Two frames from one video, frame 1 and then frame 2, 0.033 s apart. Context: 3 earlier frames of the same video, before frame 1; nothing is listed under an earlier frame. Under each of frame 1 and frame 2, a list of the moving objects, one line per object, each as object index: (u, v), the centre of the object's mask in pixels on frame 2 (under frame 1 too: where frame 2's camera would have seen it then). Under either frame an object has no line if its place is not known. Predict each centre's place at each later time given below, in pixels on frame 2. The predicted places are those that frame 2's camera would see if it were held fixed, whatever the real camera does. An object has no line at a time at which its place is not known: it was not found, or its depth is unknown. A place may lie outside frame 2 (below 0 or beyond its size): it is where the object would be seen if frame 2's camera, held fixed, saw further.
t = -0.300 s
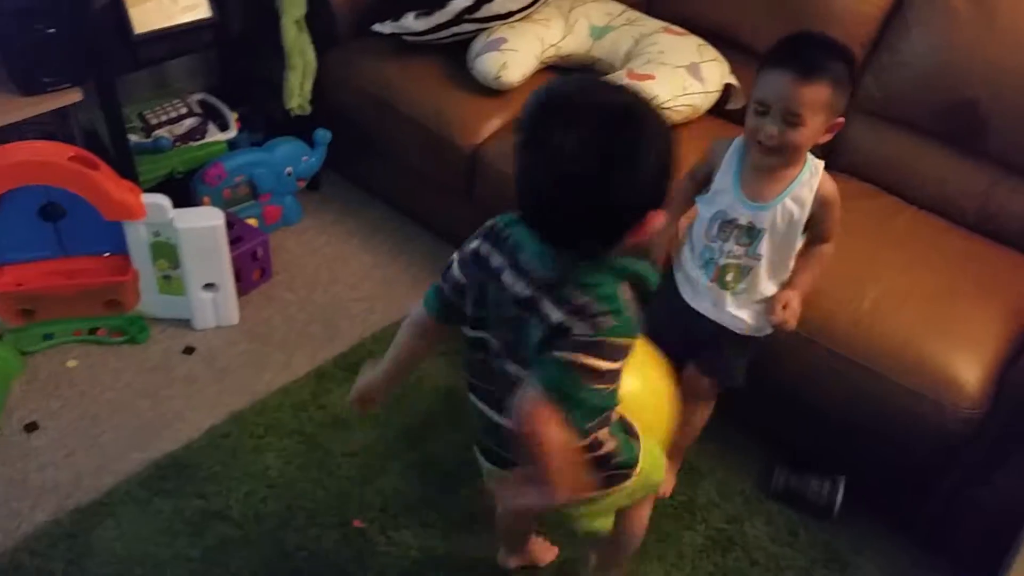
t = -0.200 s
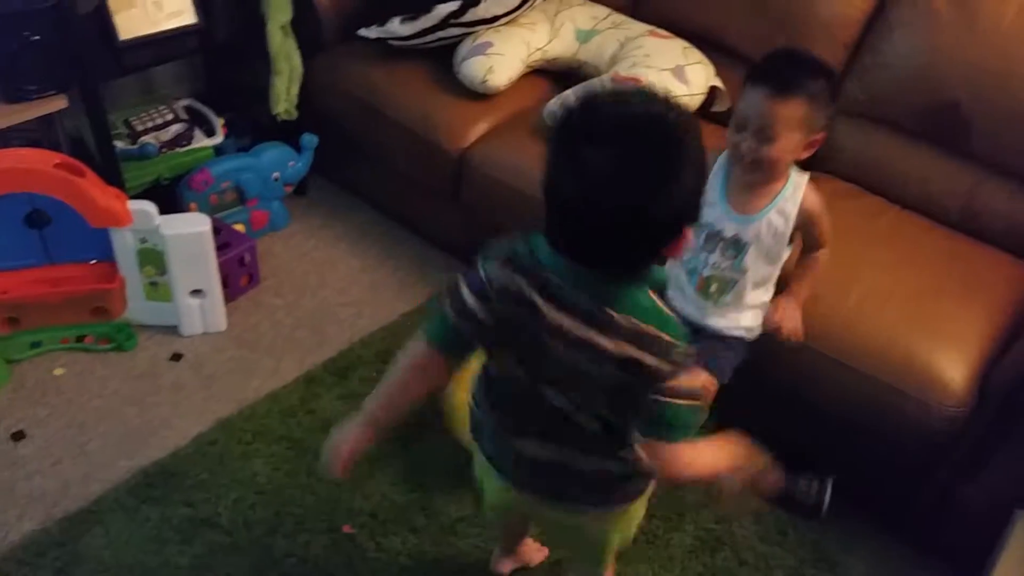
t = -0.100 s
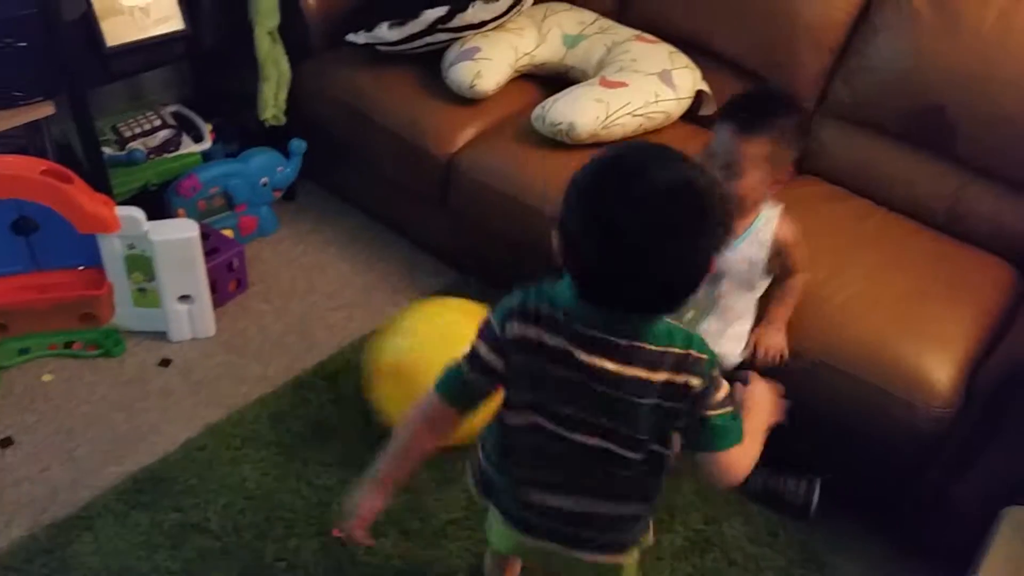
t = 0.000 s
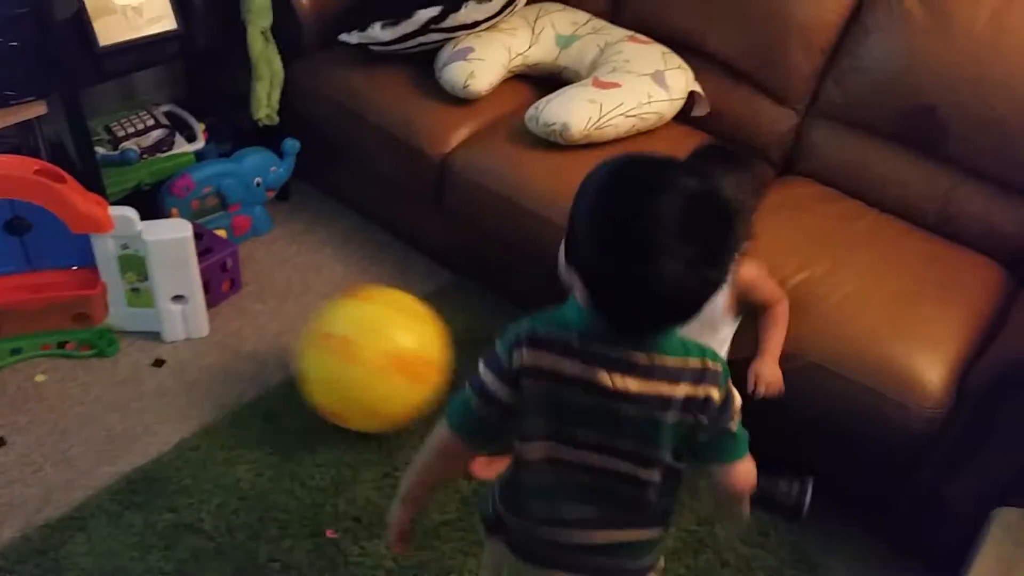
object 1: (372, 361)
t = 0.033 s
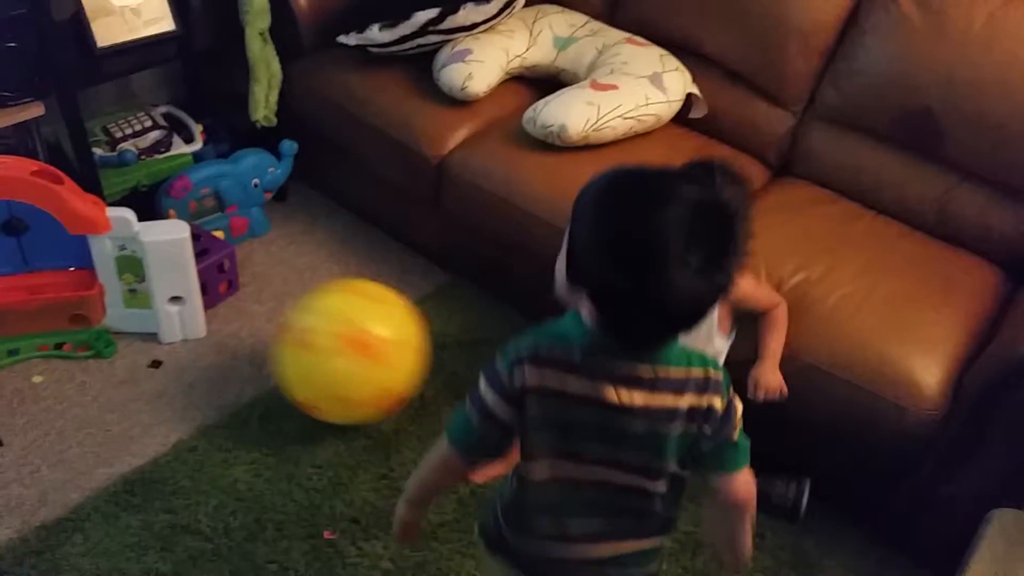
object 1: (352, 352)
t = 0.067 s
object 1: (331, 346)
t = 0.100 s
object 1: (309, 343)
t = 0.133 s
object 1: (290, 340)
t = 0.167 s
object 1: (269, 335)
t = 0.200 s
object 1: (249, 330)
